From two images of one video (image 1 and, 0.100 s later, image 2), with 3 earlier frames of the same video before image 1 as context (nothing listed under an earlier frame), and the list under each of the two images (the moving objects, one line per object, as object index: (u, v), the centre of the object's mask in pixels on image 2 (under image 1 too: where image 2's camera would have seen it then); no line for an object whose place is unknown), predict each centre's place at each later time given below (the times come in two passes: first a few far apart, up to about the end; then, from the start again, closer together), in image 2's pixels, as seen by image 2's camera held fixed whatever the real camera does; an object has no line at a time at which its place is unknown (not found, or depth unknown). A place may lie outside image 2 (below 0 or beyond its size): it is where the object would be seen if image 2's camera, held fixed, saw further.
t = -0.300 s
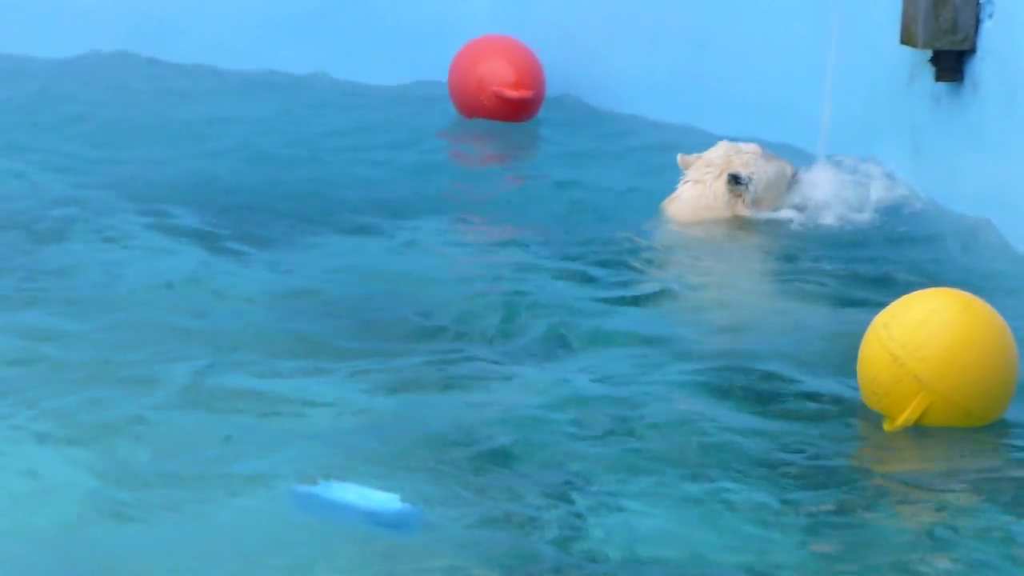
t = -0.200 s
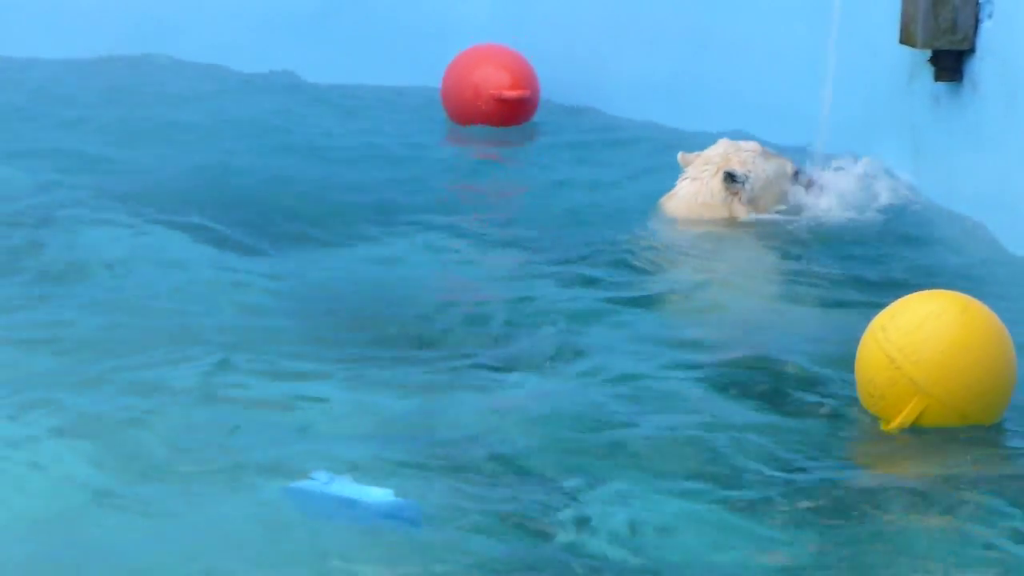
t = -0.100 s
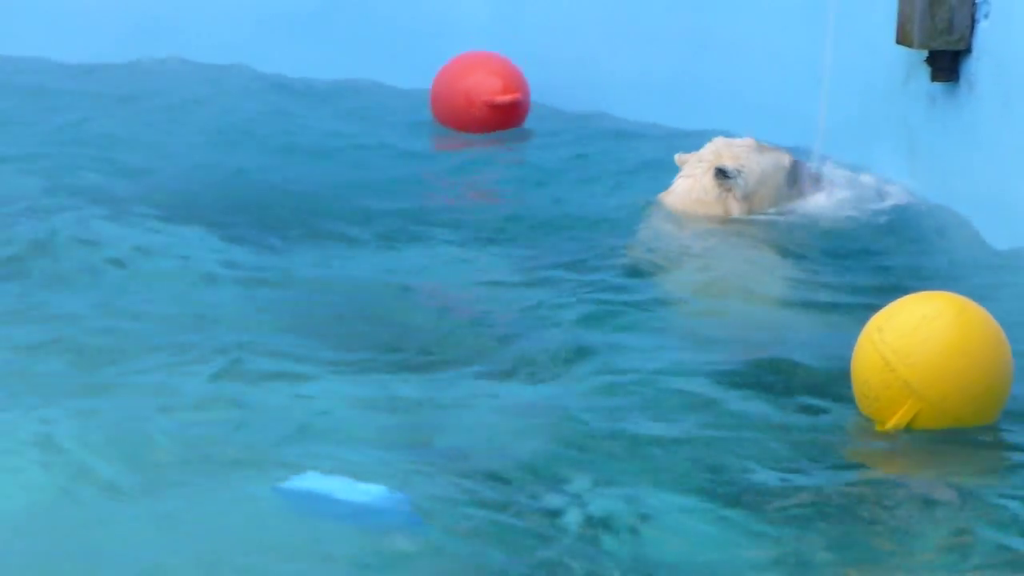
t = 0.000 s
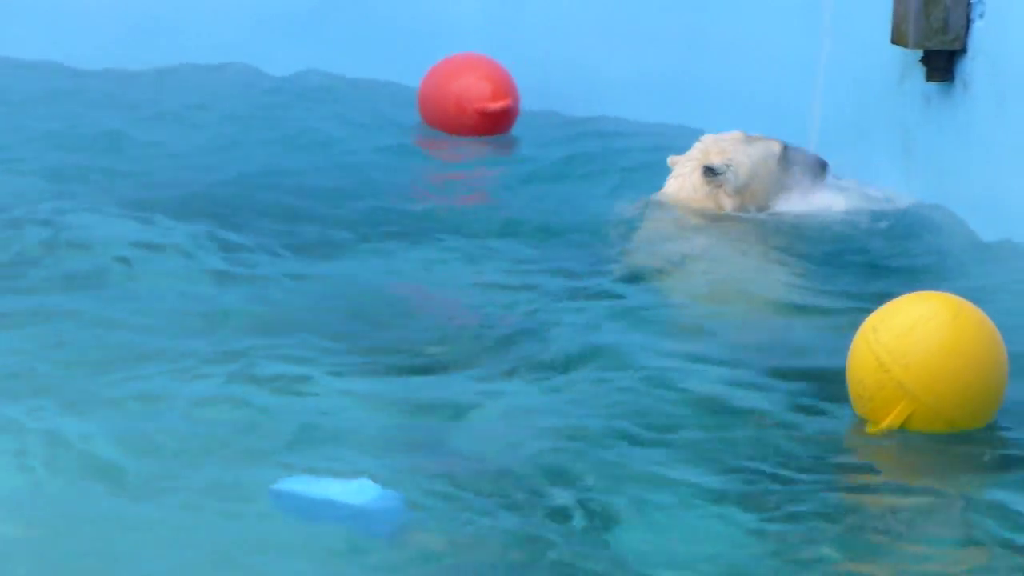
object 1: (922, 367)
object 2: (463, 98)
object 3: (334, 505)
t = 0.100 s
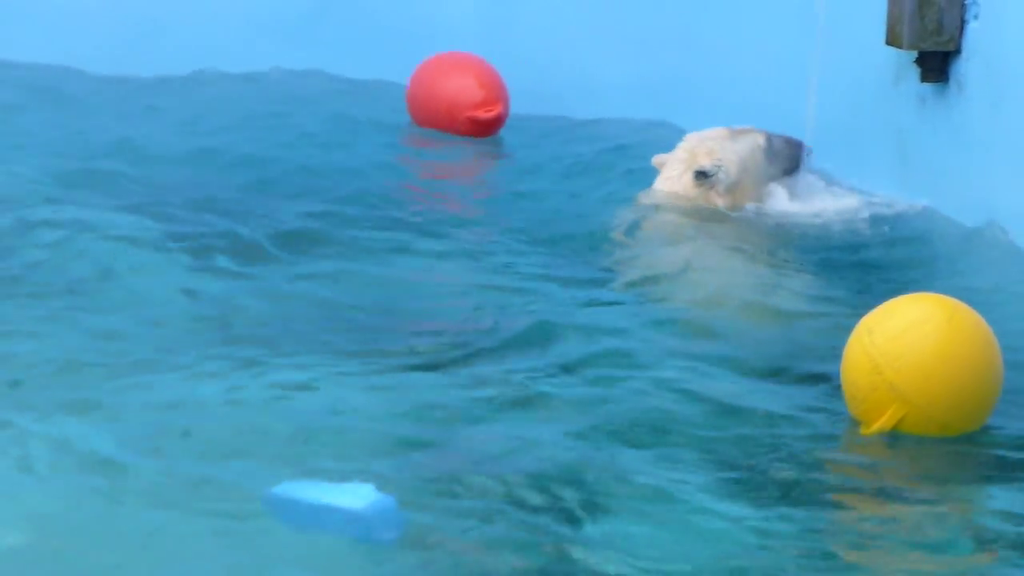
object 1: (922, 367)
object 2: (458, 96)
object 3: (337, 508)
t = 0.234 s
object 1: (922, 370)
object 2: (452, 88)
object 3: (338, 510)
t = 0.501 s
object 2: (443, 79)
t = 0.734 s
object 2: (430, 87)
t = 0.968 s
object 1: (927, 368)
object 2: (417, 86)
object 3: (335, 521)
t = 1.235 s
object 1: (927, 372)
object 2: (411, 86)
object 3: (330, 516)
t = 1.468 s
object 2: (408, 87)
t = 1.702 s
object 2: (399, 87)
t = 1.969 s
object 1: (925, 372)
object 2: (378, 93)
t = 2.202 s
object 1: (927, 372)
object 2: (366, 89)
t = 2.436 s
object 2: (370, 90)
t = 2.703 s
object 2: (370, 89)
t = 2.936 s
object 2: (357, 88)
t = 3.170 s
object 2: (344, 79)
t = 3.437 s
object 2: (337, 86)
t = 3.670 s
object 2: (333, 93)
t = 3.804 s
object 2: (329, 89)
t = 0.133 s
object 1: (922, 368)
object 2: (456, 94)
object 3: (337, 509)
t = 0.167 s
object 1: (922, 368)
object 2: (455, 92)
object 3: (338, 510)
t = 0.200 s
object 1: (922, 369)
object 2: (453, 90)
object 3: (339, 510)
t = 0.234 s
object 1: (922, 370)
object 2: (452, 88)
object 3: (338, 510)
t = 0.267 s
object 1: (922, 370)
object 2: (451, 86)
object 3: (337, 509)
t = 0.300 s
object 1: (921, 371)
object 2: (449, 84)
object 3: (335, 508)
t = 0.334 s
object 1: (921, 372)
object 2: (448, 83)
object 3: (334, 508)
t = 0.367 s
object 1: (922, 373)
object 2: (447, 81)
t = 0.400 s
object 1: (922, 374)
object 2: (446, 81)
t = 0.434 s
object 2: (446, 80)
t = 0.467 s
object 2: (444, 79)
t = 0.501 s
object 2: (443, 79)
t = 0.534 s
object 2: (442, 80)
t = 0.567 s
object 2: (440, 81)
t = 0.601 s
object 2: (439, 81)
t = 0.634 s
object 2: (437, 83)
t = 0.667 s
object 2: (434, 85)
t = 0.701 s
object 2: (432, 87)
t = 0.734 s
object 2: (430, 87)
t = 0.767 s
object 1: (924, 375)
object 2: (428, 88)
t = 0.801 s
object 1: (924, 374)
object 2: (426, 88)
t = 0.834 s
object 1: (925, 373)
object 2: (424, 88)
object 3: (334, 518)
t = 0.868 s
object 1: (925, 371)
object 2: (422, 87)
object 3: (334, 518)
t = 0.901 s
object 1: (926, 370)
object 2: (420, 87)
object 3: (334, 519)
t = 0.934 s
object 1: (926, 368)
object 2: (419, 86)
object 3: (336, 520)
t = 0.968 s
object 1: (927, 368)
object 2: (417, 86)
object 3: (335, 521)
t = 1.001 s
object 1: (927, 366)
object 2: (415, 85)
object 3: (334, 520)
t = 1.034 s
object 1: (927, 364)
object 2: (415, 84)
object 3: (335, 516)
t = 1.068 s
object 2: (414, 84)
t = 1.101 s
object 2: (413, 83)
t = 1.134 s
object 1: (928, 364)
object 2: (412, 83)
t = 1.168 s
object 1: (928, 366)
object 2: (412, 84)
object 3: (332, 515)
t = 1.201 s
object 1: (927, 369)
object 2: (411, 84)
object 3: (330, 515)
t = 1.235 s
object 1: (927, 372)
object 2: (411, 86)
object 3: (330, 516)
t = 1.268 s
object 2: (411, 86)
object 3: (328, 515)
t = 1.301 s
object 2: (410, 87)
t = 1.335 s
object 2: (409, 87)
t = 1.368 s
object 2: (409, 87)
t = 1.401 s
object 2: (409, 87)
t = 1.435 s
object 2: (408, 87)
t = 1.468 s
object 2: (408, 87)
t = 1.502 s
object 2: (407, 87)
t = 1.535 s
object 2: (406, 87)
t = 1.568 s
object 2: (406, 87)
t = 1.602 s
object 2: (405, 86)
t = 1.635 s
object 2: (403, 86)
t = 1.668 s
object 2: (402, 86)
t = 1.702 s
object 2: (399, 87)
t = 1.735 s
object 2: (397, 87)
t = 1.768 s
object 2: (394, 88)
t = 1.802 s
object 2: (391, 89)
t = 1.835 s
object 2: (389, 91)
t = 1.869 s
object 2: (386, 91)
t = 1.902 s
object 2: (383, 92)
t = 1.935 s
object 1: (924, 373)
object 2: (381, 93)
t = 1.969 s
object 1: (925, 372)
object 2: (378, 93)
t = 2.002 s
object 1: (924, 371)
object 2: (376, 93)
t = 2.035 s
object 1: (925, 371)
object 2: (374, 93)
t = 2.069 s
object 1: (925, 370)
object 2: (372, 93)
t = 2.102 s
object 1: (925, 370)
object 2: (371, 92)
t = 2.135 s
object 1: (926, 371)
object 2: (369, 91)
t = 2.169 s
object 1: (926, 371)
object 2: (368, 90)
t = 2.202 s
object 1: (927, 372)
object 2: (366, 89)
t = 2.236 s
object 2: (366, 89)
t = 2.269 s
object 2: (366, 88)
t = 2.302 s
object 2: (366, 88)
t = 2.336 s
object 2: (368, 89)
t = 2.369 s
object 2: (369, 89)
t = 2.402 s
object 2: (369, 89)
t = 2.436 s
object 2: (370, 90)
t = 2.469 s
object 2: (371, 91)
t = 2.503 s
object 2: (371, 91)
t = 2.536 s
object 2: (372, 91)
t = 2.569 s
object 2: (373, 90)
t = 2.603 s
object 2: (373, 89)
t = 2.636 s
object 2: (373, 89)
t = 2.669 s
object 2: (372, 89)
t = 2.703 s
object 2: (370, 89)
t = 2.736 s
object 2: (368, 89)
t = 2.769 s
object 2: (366, 89)
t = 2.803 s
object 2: (364, 89)
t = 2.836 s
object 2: (363, 89)
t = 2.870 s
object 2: (361, 89)
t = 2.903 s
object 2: (359, 89)
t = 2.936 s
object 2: (357, 88)
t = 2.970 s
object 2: (354, 88)
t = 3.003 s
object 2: (352, 86)
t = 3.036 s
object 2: (349, 84)
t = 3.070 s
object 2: (347, 83)
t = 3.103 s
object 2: (345, 81)
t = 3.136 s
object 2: (344, 80)
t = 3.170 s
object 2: (344, 79)
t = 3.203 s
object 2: (342, 78)
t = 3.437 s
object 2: (337, 86)
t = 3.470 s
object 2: (337, 88)
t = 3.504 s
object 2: (336, 90)
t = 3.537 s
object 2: (337, 91)
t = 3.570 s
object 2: (337, 92)
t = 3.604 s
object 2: (336, 93)
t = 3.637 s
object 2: (334, 93)
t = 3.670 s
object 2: (333, 93)
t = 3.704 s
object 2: (332, 93)
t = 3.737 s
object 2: (331, 92)
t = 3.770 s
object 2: (330, 91)
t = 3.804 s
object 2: (329, 89)
